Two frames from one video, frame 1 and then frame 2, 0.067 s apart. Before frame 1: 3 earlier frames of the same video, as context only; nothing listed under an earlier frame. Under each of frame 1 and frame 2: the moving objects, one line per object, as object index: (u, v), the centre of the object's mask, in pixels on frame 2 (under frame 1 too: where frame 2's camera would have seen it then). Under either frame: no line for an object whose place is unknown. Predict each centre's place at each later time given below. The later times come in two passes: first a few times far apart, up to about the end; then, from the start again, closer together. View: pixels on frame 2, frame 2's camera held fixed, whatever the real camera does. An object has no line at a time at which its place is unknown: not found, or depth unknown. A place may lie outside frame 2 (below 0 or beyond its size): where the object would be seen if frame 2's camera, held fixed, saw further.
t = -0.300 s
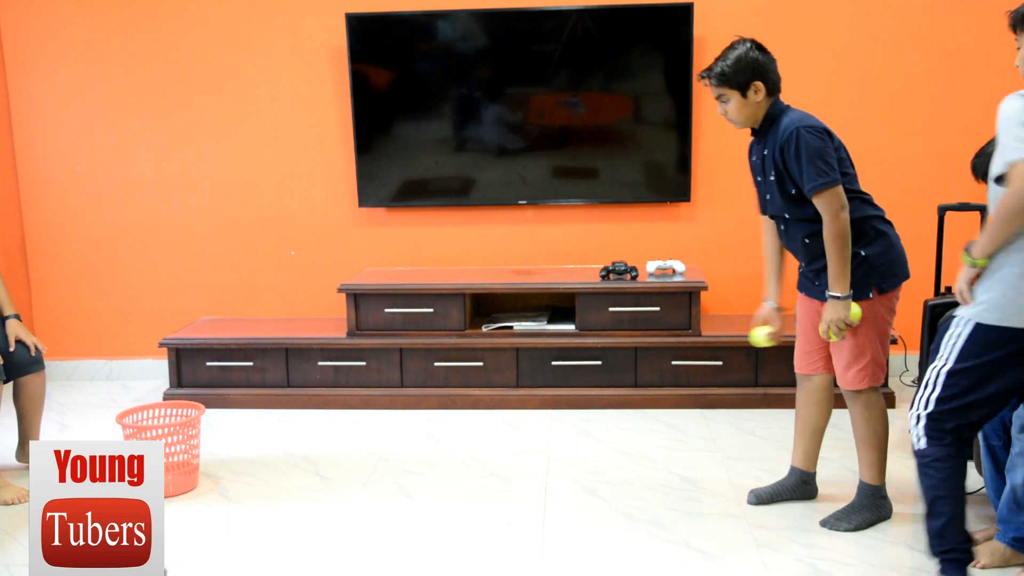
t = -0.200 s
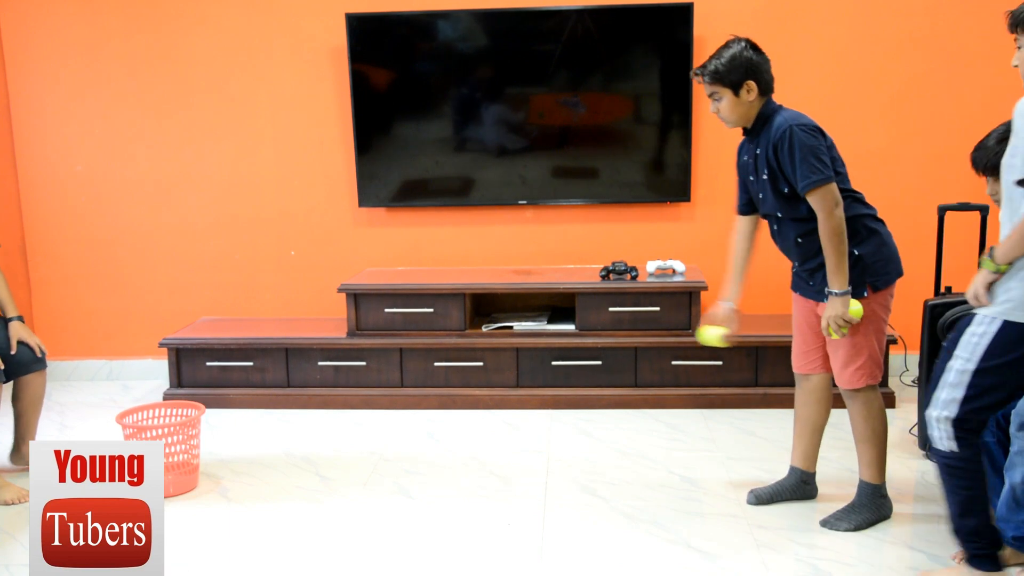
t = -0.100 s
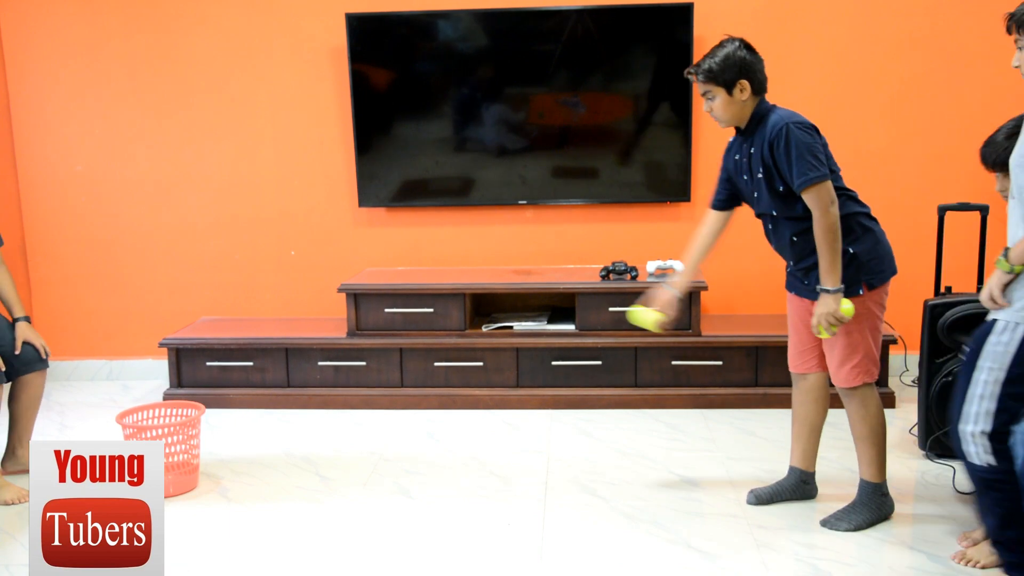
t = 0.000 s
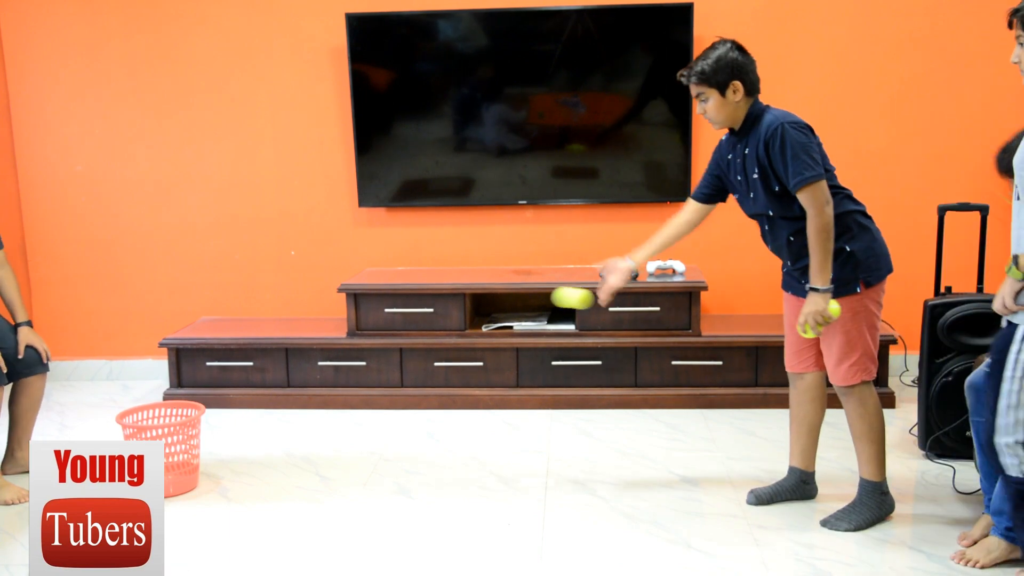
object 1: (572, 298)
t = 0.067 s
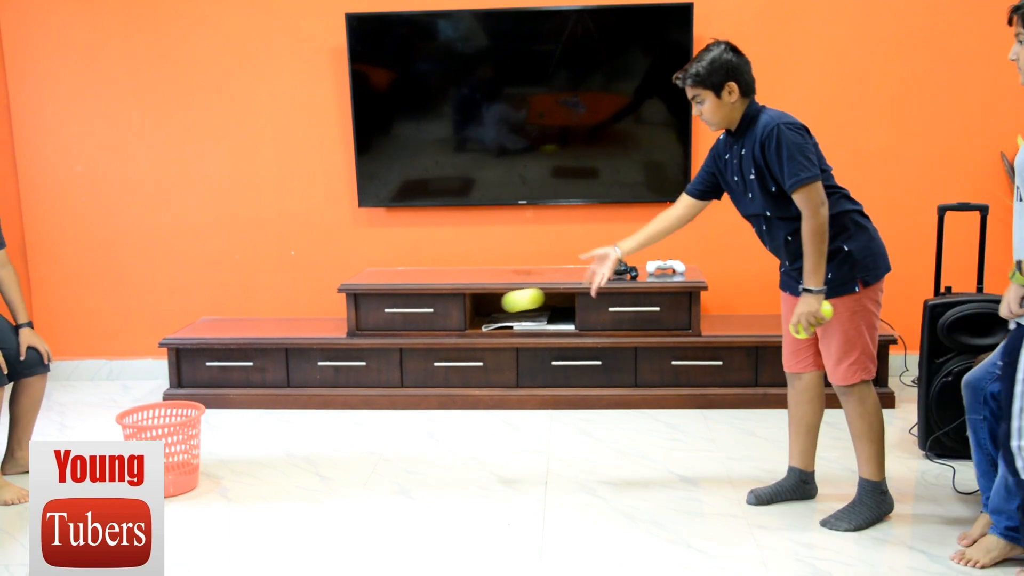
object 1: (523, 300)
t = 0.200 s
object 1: (426, 345)
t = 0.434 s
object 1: (281, 444)
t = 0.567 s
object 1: (217, 393)
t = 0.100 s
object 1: (498, 306)
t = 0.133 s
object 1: (474, 315)
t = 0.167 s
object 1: (450, 328)
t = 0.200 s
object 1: (426, 345)
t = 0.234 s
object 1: (403, 364)
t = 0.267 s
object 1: (381, 386)
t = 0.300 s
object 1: (365, 401)
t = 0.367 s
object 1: (313, 475)
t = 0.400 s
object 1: (299, 463)
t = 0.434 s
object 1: (281, 444)
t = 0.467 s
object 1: (264, 424)
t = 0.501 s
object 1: (247, 407)
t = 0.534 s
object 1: (232, 399)
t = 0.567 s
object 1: (217, 393)
